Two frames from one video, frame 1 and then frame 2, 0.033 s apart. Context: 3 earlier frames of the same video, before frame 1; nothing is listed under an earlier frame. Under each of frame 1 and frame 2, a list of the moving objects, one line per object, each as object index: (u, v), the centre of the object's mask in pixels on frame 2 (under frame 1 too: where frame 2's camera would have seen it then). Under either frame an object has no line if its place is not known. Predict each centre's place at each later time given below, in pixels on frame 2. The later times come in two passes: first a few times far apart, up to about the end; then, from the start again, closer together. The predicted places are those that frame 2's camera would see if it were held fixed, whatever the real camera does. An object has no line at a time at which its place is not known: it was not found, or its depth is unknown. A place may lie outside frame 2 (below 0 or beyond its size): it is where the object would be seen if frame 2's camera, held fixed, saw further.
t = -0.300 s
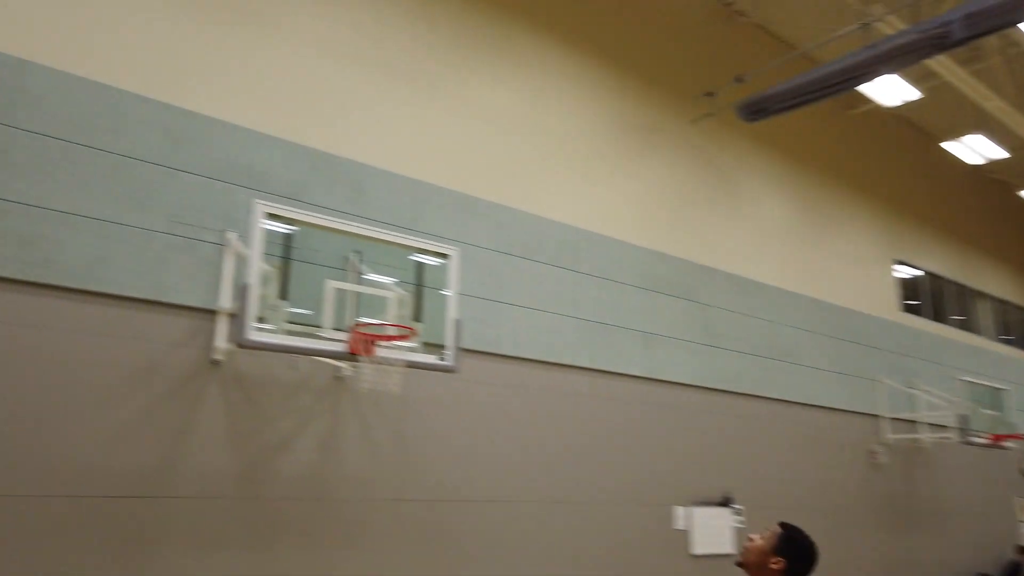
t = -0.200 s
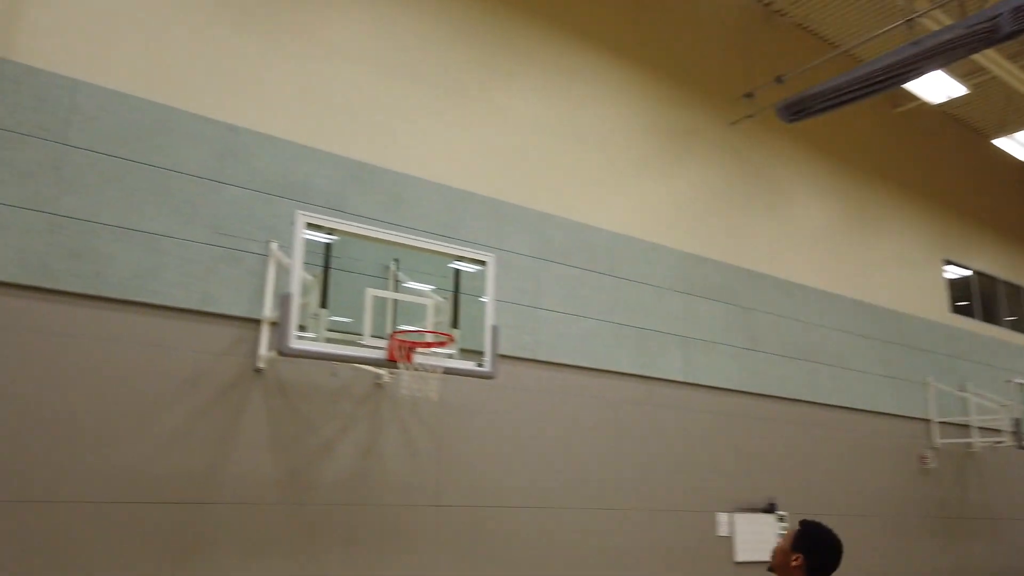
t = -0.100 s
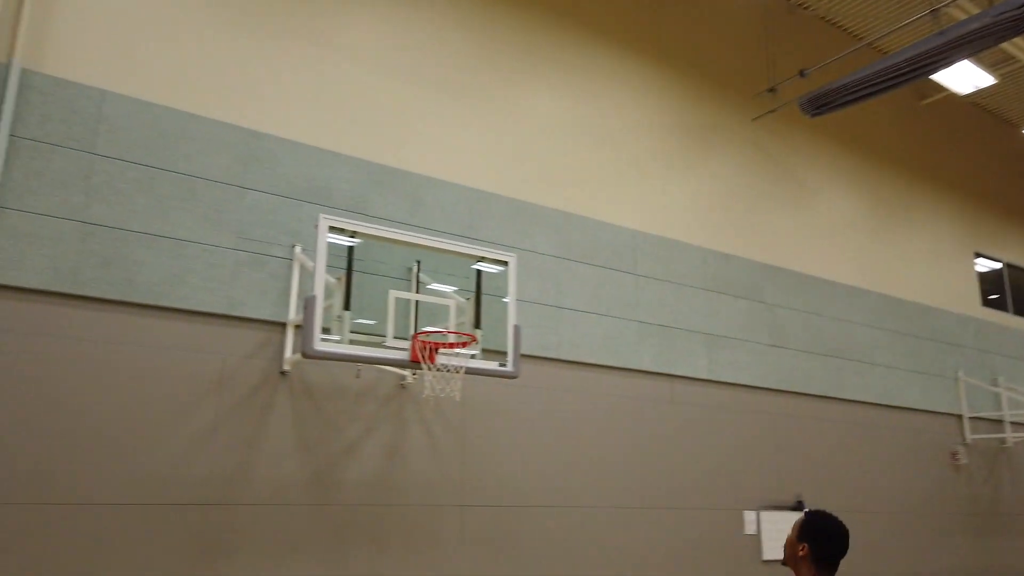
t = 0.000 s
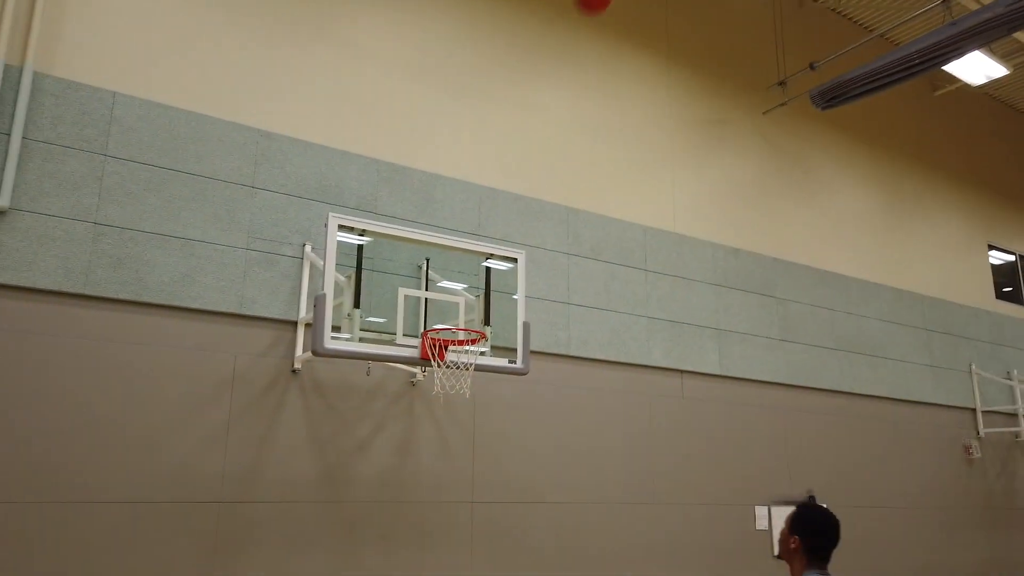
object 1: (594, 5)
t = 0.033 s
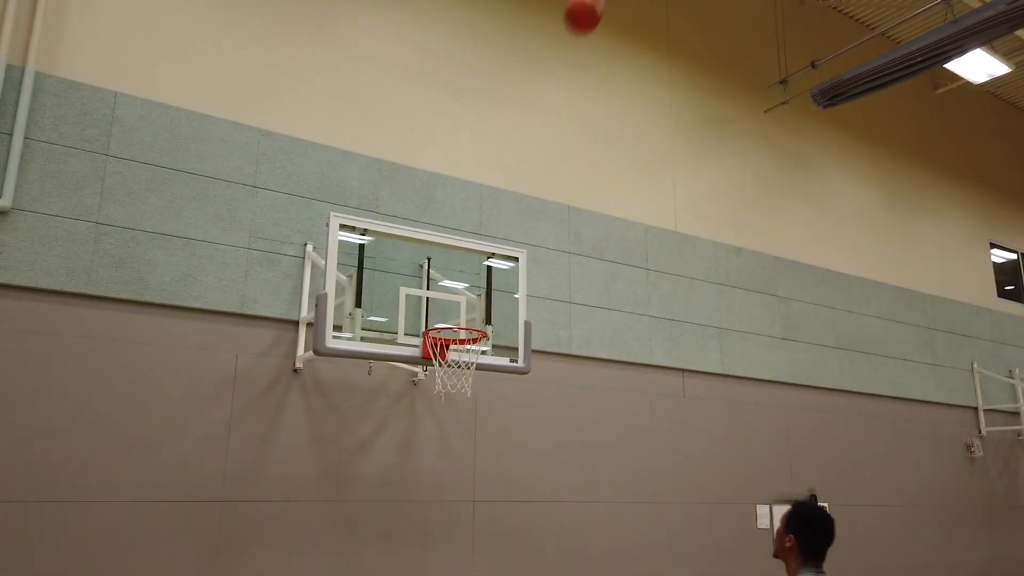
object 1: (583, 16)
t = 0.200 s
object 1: (532, 129)
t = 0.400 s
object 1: (481, 291)
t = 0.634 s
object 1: (426, 443)
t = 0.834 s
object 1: (381, 593)
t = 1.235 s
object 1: (327, 551)
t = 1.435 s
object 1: (306, 487)
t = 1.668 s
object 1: (277, 472)
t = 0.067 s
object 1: (573, 34)
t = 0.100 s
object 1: (562, 56)
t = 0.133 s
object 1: (551, 81)
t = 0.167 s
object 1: (541, 106)
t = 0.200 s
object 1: (532, 129)
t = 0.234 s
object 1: (523, 154)
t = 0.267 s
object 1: (514, 179)
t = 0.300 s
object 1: (506, 206)
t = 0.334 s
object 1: (496, 235)
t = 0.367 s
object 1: (488, 264)
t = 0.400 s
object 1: (481, 291)
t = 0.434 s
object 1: (473, 318)
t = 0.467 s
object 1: (466, 344)
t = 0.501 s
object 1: (456, 369)
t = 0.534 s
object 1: (448, 386)
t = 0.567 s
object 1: (441, 404)
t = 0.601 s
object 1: (433, 423)
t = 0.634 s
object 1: (426, 443)
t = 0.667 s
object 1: (419, 465)
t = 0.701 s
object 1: (411, 489)
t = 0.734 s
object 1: (404, 513)
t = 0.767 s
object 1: (396, 539)
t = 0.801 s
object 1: (389, 567)
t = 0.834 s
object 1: (381, 593)
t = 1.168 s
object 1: (333, 584)
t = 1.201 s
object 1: (330, 567)
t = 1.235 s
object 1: (327, 551)
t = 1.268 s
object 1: (324, 537)
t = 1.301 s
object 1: (320, 524)
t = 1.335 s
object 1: (317, 513)
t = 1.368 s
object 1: (313, 503)
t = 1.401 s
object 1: (309, 494)
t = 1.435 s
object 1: (306, 487)
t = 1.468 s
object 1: (302, 481)
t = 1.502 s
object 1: (298, 476)
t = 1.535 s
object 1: (294, 473)
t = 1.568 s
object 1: (290, 471)
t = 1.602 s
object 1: (285, 470)
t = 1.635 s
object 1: (281, 470)
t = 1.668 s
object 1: (277, 472)
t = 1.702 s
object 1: (272, 475)
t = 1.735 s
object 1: (268, 479)
